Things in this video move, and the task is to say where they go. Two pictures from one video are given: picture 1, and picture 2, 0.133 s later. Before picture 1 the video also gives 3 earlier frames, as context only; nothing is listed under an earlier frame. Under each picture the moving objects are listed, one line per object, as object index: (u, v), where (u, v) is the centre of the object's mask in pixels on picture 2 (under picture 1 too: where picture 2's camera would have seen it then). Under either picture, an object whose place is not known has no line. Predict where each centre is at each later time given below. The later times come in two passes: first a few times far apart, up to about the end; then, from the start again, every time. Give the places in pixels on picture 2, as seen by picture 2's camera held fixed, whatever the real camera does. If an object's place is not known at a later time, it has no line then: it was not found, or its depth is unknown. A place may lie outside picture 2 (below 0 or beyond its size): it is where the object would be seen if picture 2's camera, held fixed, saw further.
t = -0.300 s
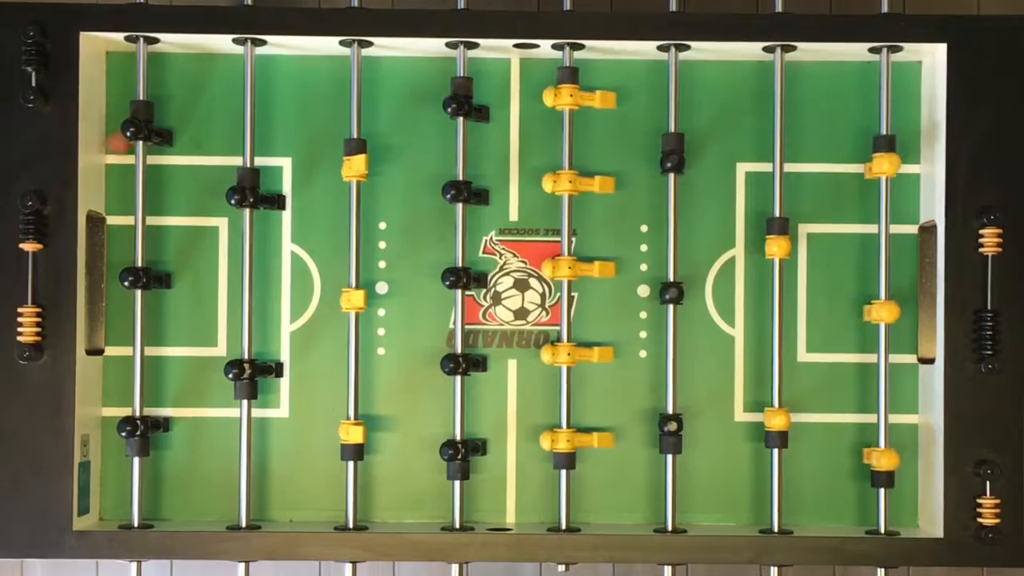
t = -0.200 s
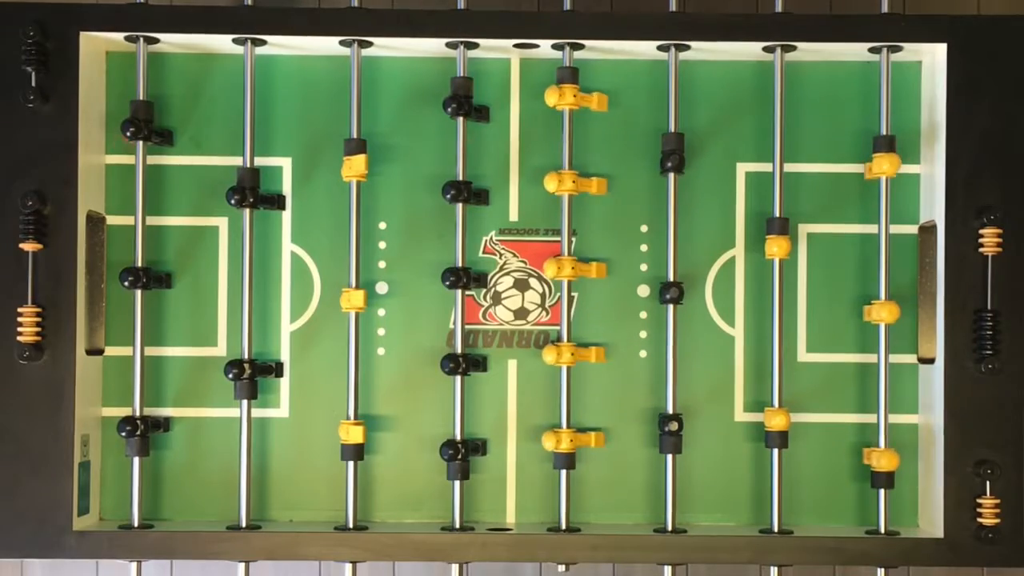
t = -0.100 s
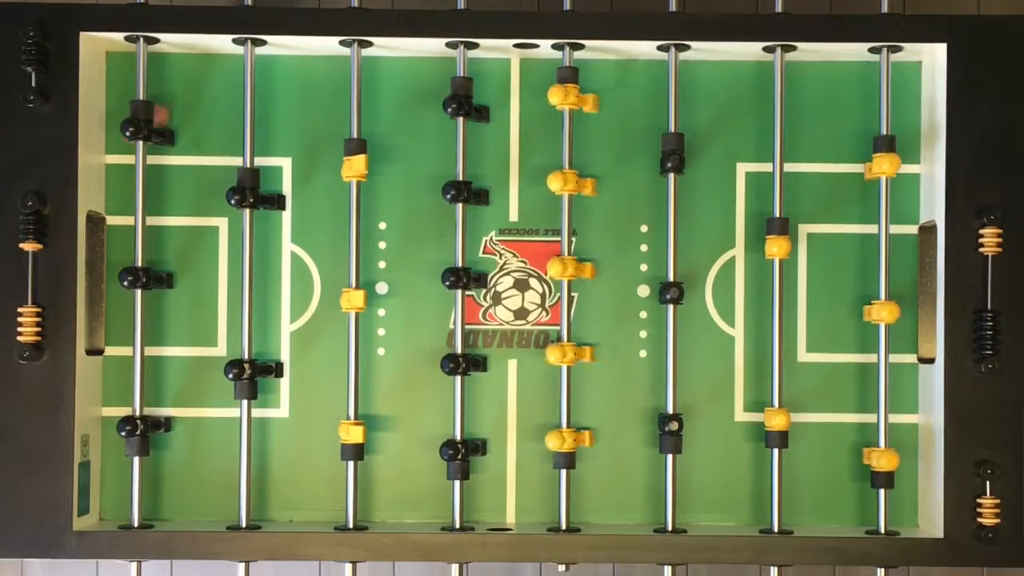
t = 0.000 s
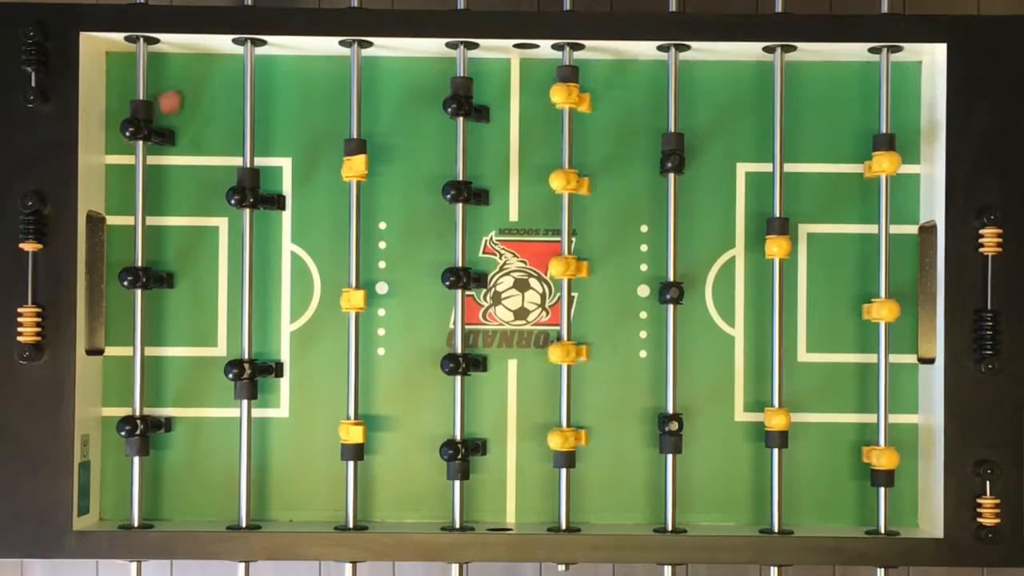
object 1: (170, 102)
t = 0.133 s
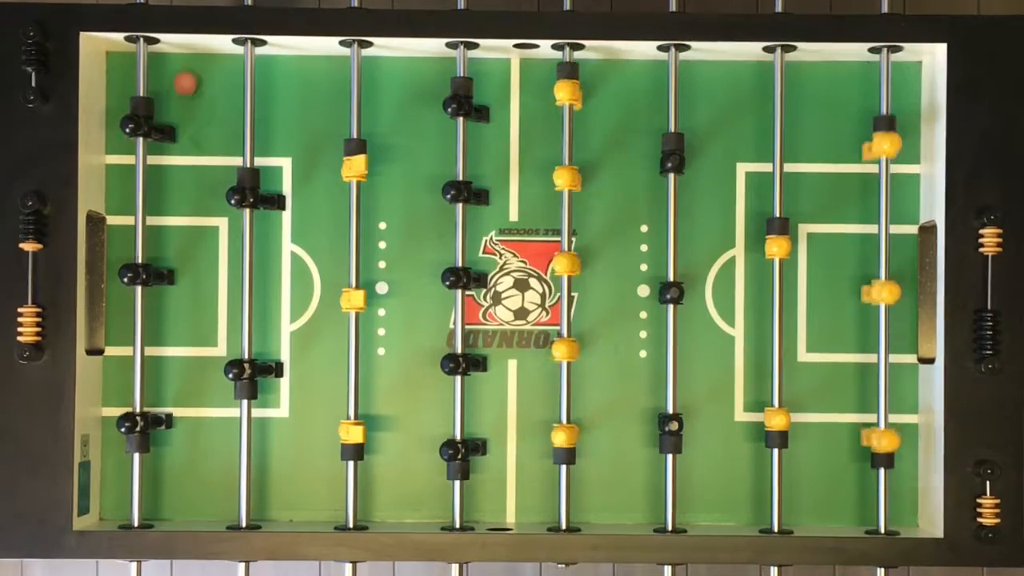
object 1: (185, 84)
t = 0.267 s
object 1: (200, 65)
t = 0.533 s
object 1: (219, 77)
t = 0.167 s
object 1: (189, 79)
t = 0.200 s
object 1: (192, 74)
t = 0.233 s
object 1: (197, 69)
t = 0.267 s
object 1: (200, 65)
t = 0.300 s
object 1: (203, 63)
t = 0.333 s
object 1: (205, 65)
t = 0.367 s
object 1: (208, 67)
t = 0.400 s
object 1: (210, 70)
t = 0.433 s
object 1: (212, 72)
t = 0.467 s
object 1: (214, 74)
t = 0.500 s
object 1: (217, 76)
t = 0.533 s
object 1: (219, 77)
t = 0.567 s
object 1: (221, 78)
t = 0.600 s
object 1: (224, 80)
